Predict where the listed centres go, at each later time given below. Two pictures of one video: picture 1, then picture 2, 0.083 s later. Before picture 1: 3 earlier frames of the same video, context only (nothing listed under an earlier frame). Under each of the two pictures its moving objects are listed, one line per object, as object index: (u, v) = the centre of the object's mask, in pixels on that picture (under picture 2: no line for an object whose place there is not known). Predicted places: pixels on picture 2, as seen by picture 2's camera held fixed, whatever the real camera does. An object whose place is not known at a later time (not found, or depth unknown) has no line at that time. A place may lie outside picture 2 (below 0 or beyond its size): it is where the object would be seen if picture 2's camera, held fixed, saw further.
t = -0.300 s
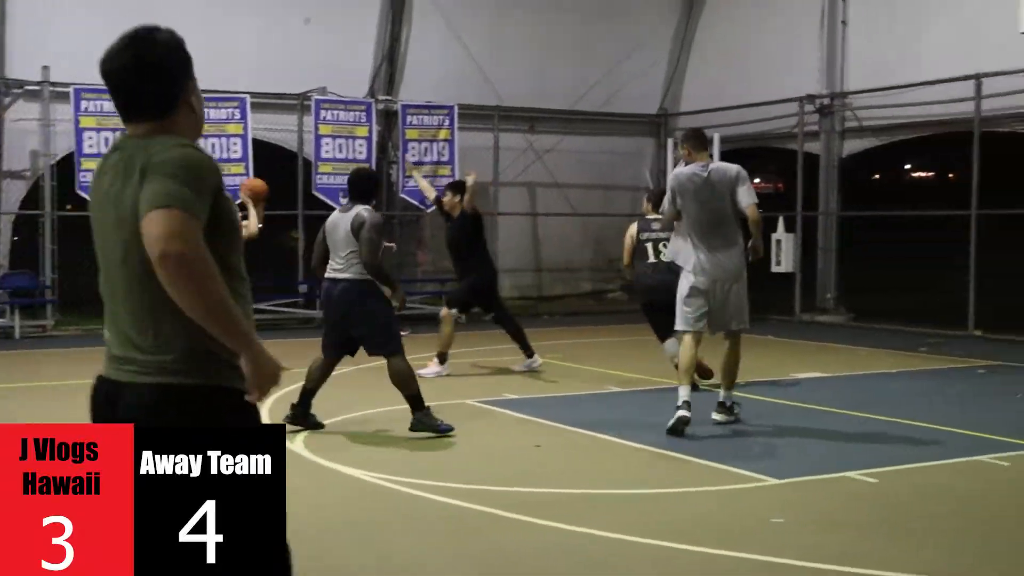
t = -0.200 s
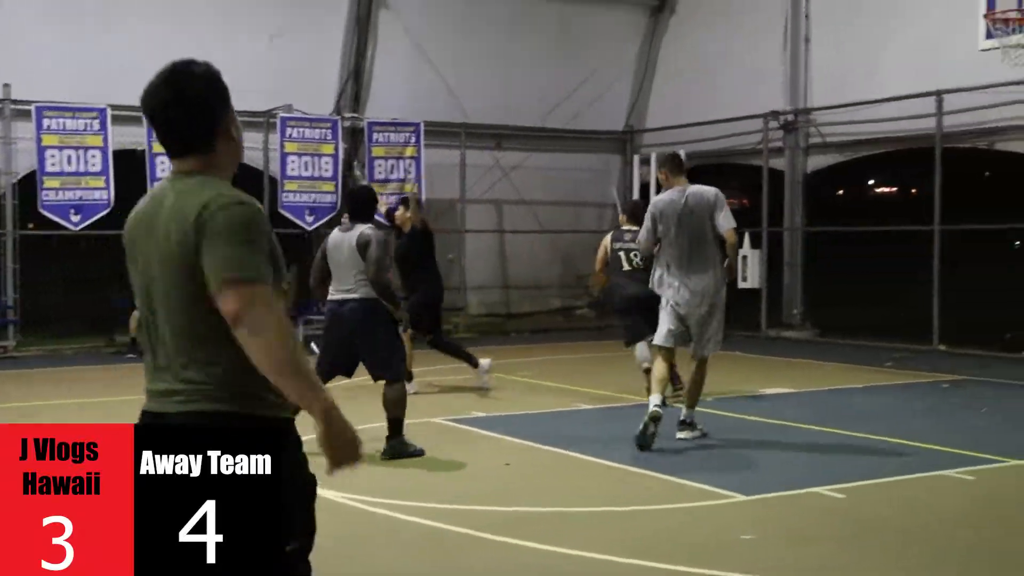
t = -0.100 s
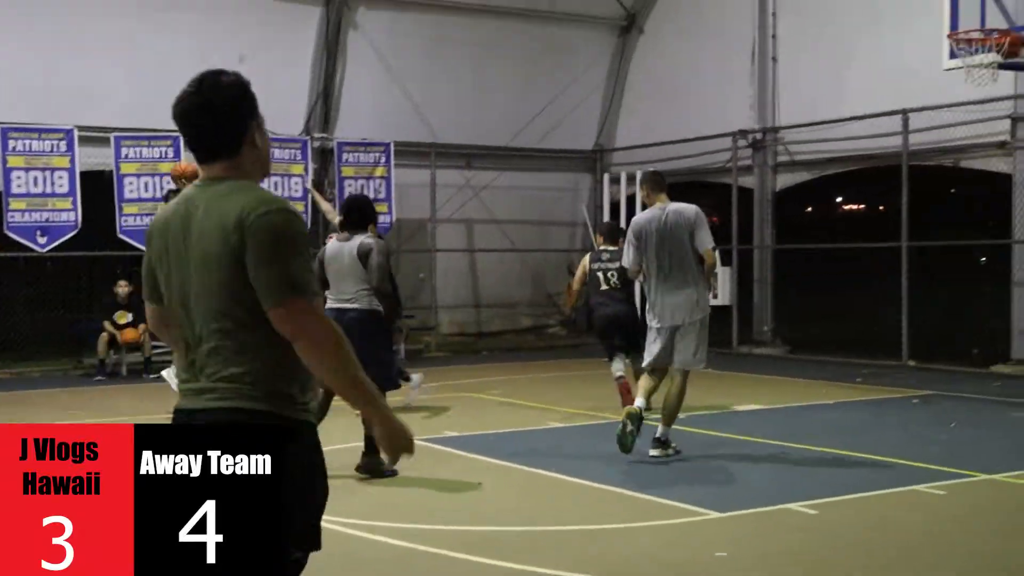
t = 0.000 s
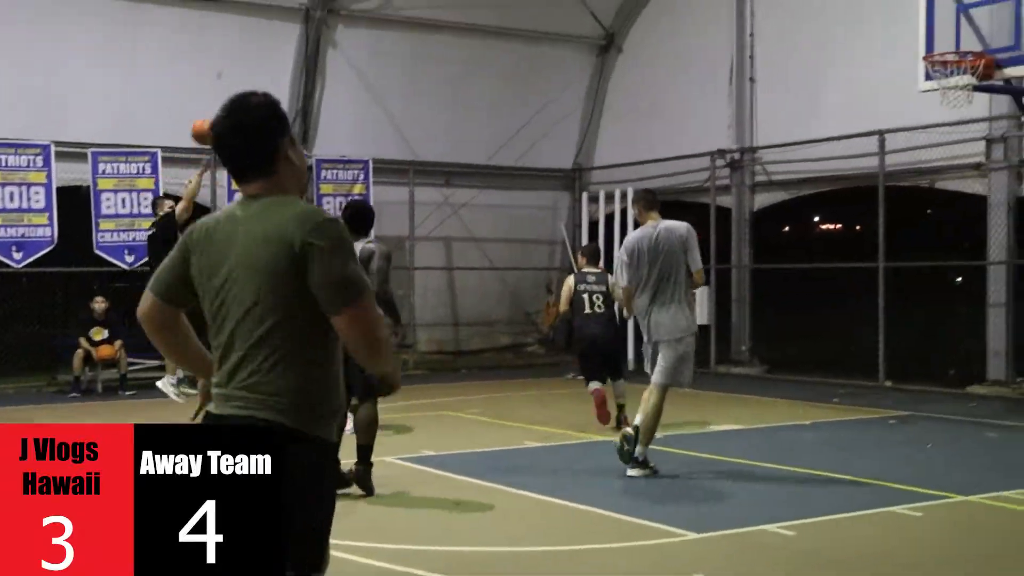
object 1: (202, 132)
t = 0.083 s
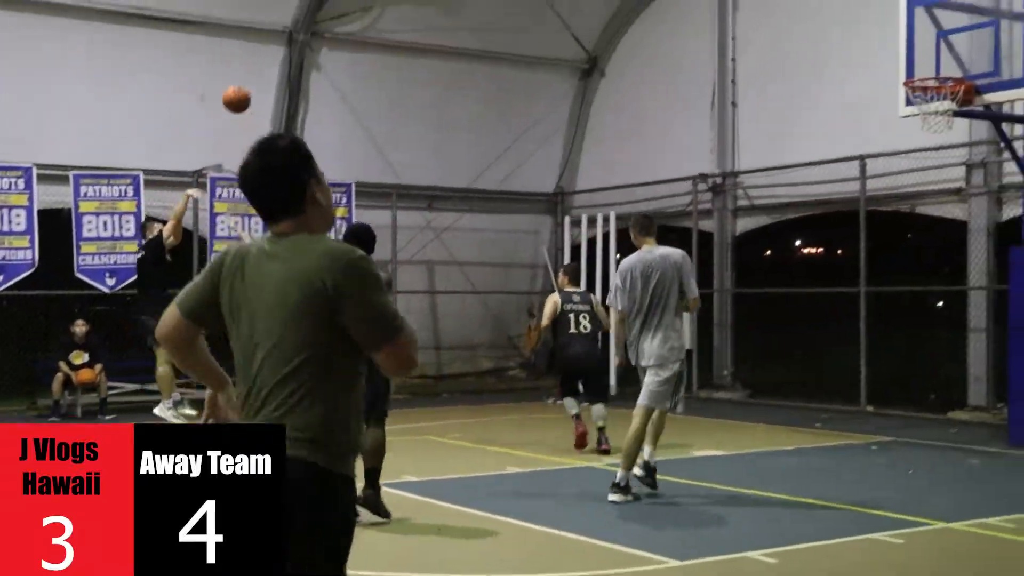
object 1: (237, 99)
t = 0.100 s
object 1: (246, 90)
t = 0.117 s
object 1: (256, 79)
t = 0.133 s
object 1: (266, 69)
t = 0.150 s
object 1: (276, 60)
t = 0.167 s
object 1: (284, 50)
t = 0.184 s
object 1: (294, 42)
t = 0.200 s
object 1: (304, 35)
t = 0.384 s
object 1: (411, -41)
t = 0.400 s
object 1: (421, -46)
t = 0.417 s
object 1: (430, -51)
